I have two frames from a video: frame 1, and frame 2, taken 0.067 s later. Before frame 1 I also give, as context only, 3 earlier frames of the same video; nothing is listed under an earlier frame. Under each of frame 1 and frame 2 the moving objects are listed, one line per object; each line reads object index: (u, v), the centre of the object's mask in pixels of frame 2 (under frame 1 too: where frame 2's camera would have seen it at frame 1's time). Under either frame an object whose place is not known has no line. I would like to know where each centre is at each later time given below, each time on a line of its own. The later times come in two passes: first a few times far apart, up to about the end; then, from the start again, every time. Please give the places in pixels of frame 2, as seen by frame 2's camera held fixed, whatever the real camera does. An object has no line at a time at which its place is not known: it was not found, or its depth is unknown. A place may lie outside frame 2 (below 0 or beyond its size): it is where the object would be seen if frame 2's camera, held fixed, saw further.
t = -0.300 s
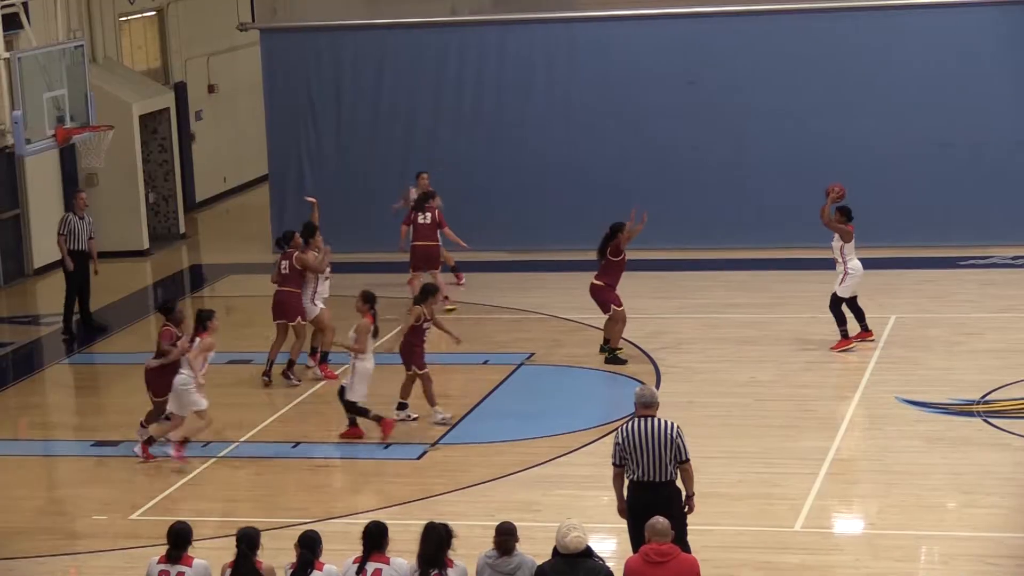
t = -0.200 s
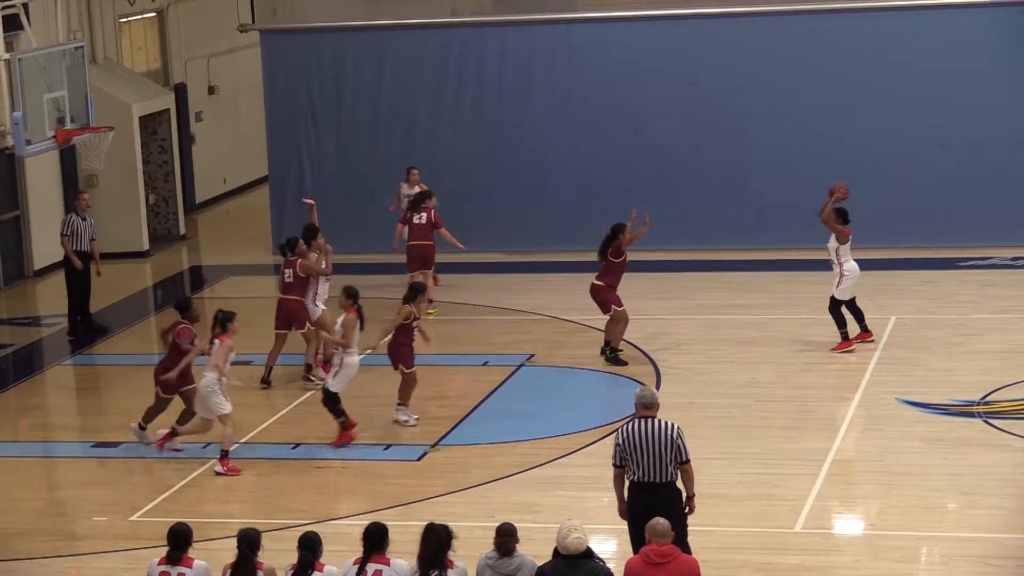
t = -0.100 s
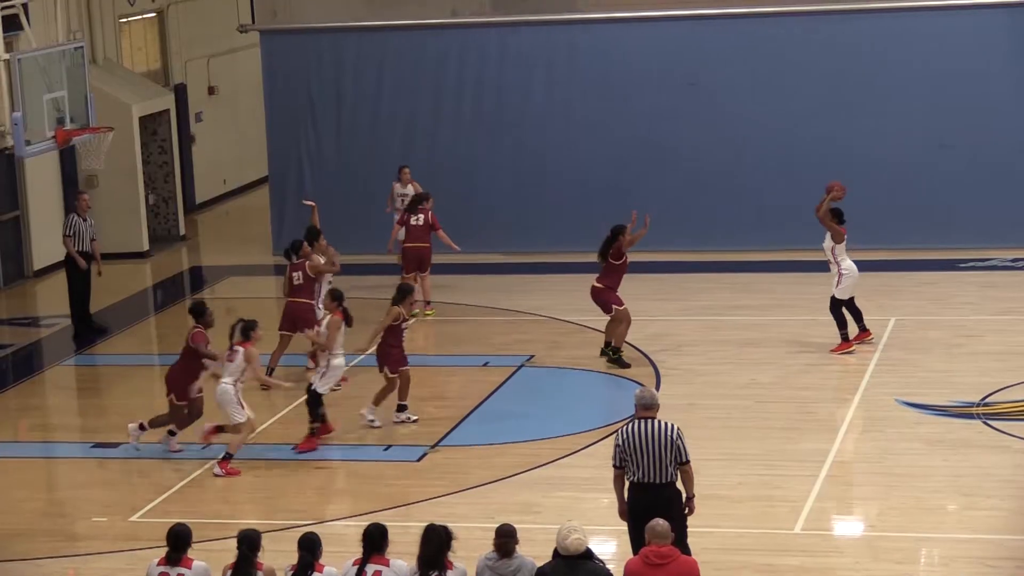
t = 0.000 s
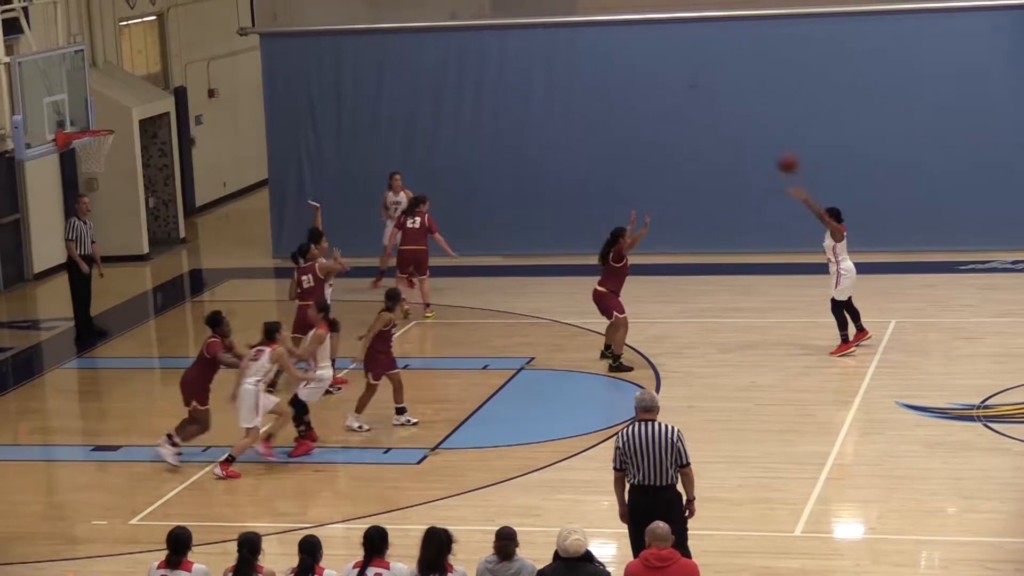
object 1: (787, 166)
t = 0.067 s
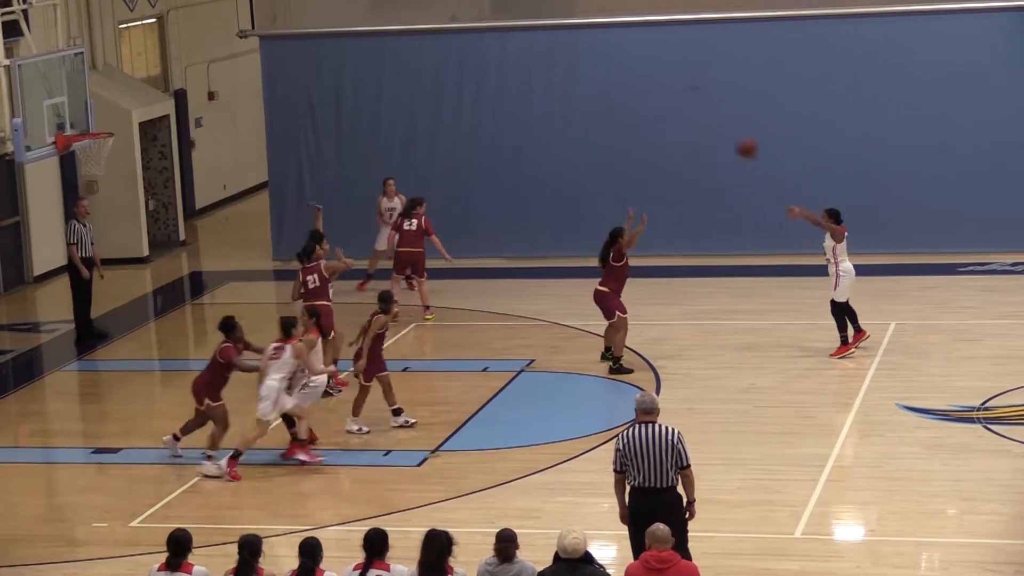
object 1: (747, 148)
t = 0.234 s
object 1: (643, 121)
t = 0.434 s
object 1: (522, 118)
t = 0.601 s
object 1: (425, 139)
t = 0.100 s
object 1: (726, 141)
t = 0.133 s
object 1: (704, 135)
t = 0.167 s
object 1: (684, 129)
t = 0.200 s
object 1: (663, 125)
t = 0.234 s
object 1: (643, 121)
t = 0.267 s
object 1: (623, 118)
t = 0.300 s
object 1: (603, 116)
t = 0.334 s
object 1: (583, 115)
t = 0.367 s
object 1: (563, 115)
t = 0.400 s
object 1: (542, 116)
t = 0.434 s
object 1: (522, 118)
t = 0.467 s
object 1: (503, 120)
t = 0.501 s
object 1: (483, 122)
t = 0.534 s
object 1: (463, 128)
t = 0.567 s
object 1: (444, 133)
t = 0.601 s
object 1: (425, 139)
